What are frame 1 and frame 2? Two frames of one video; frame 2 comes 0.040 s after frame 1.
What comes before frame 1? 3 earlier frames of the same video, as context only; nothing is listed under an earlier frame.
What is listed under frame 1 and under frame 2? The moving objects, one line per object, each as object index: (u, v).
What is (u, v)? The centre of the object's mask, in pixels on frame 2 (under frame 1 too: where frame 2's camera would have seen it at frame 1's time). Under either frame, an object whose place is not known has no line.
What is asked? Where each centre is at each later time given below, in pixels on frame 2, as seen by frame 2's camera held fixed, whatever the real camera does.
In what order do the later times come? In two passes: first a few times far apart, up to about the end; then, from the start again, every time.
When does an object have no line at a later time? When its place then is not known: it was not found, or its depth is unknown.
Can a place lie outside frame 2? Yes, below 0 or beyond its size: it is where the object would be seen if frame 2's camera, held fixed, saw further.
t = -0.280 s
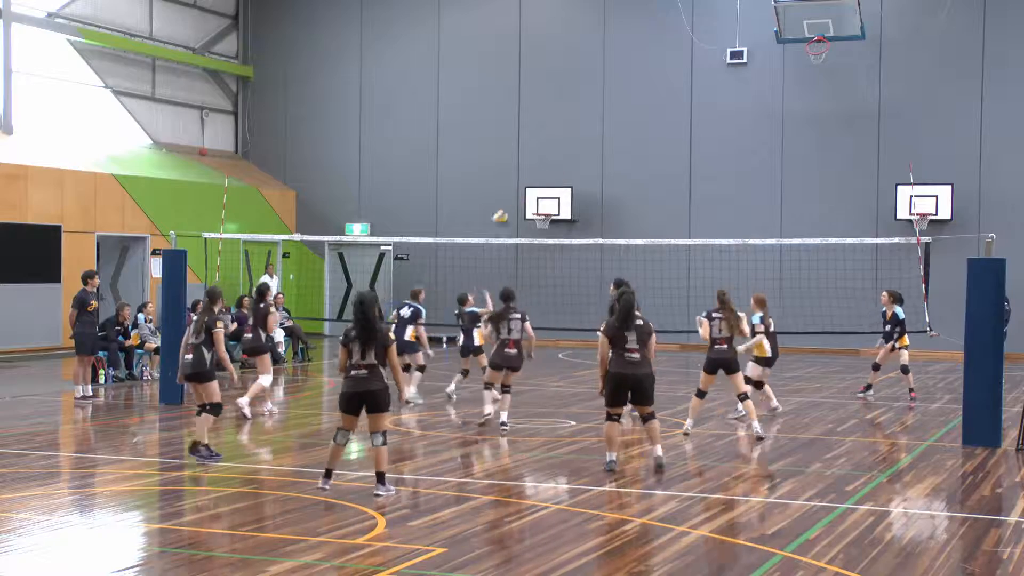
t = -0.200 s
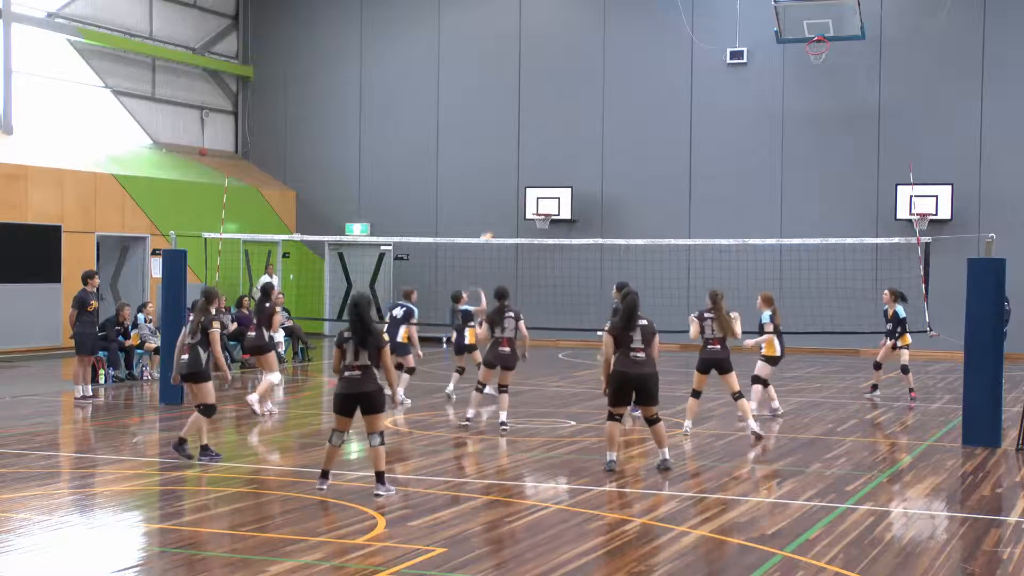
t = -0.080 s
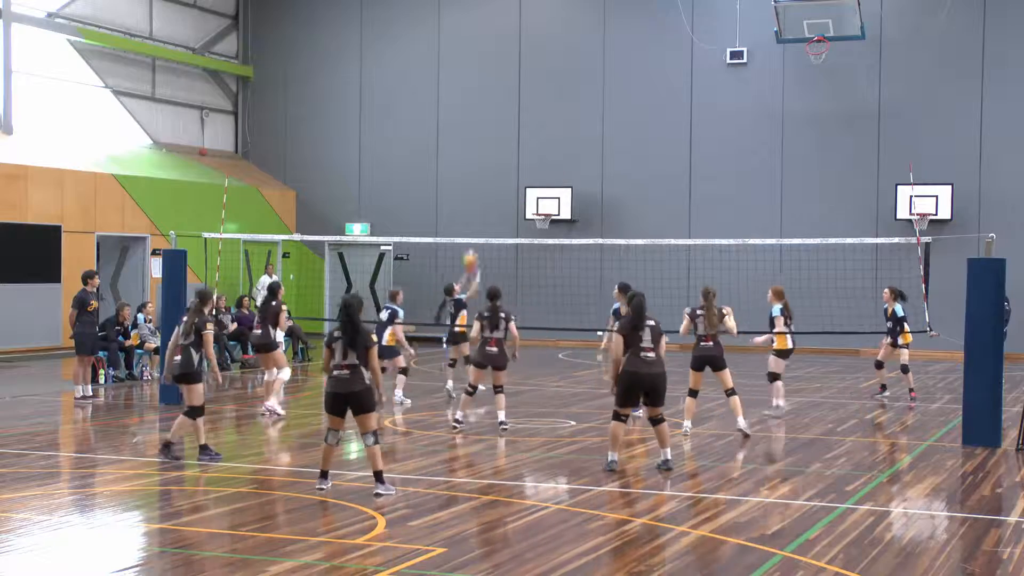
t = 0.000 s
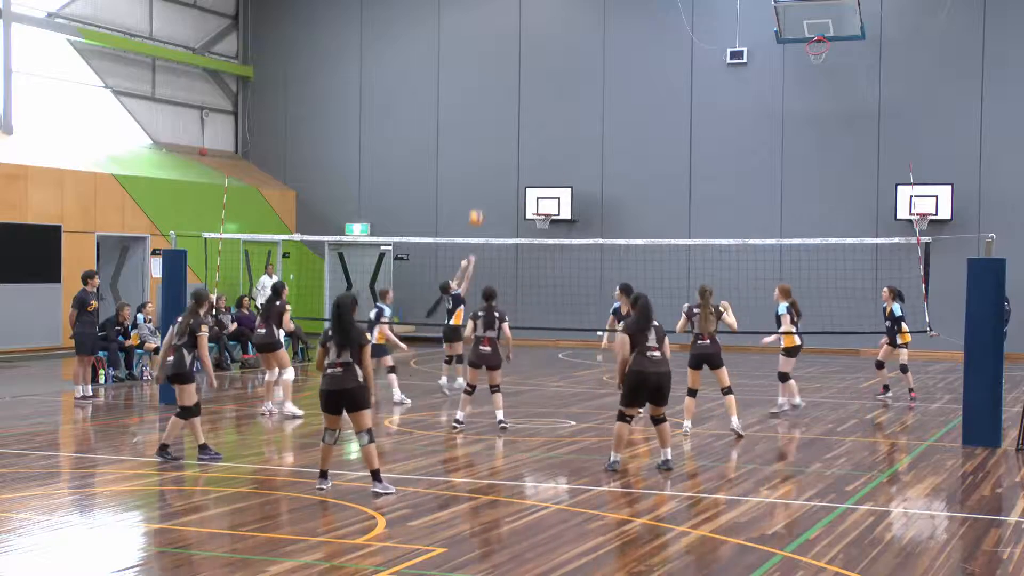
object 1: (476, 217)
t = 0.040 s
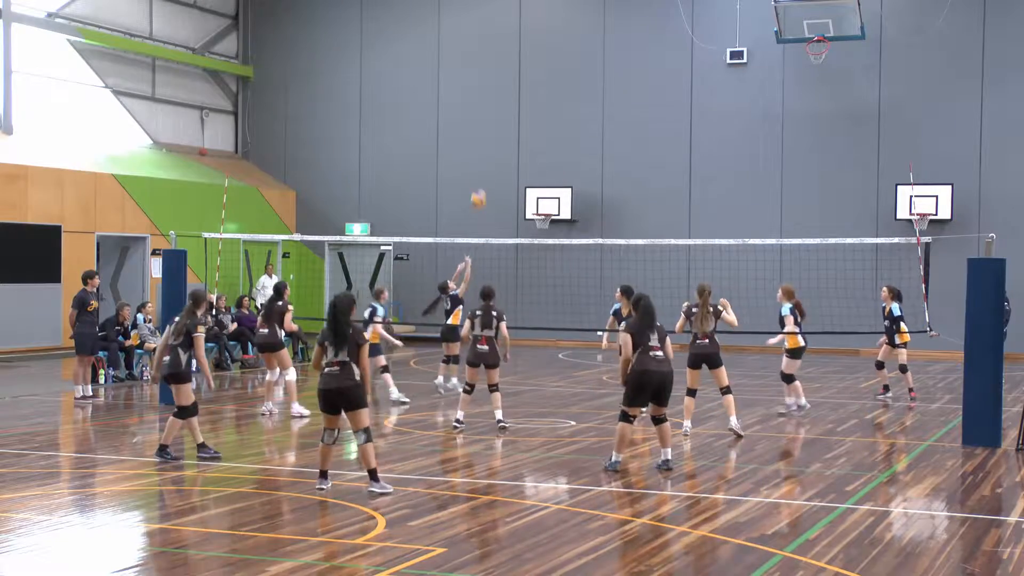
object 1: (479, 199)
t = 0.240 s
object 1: (490, 123)
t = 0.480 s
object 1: (502, 71)
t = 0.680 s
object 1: (511, 58)
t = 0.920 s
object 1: (521, 78)
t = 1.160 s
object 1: (531, 137)
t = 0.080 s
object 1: (481, 181)
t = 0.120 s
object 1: (483, 163)
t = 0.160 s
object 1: (486, 149)
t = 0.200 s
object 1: (488, 135)
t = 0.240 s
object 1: (490, 123)
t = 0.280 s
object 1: (492, 112)
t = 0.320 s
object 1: (494, 101)
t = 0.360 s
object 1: (496, 93)
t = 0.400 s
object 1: (498, 84)
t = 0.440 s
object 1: (500, 77)
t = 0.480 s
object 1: (502, 71)
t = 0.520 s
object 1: (503, 66)
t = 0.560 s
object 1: (505, 62)
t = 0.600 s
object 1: (508, 59)
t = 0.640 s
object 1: (509, 58)
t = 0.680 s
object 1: (511, 58)
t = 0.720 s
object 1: (513, 60)
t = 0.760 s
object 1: (514, 60)
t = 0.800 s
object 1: (516, 63)
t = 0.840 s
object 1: (518, 67)
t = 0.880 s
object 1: (520, 72)
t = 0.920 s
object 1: (521, 78)
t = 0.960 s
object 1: (523, 85)
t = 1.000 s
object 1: (525, 93)
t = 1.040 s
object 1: (526, 102)
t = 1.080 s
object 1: (528, 113)
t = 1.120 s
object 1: (530, 124)
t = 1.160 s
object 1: (531, 137)
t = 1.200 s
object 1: (532, 150)
